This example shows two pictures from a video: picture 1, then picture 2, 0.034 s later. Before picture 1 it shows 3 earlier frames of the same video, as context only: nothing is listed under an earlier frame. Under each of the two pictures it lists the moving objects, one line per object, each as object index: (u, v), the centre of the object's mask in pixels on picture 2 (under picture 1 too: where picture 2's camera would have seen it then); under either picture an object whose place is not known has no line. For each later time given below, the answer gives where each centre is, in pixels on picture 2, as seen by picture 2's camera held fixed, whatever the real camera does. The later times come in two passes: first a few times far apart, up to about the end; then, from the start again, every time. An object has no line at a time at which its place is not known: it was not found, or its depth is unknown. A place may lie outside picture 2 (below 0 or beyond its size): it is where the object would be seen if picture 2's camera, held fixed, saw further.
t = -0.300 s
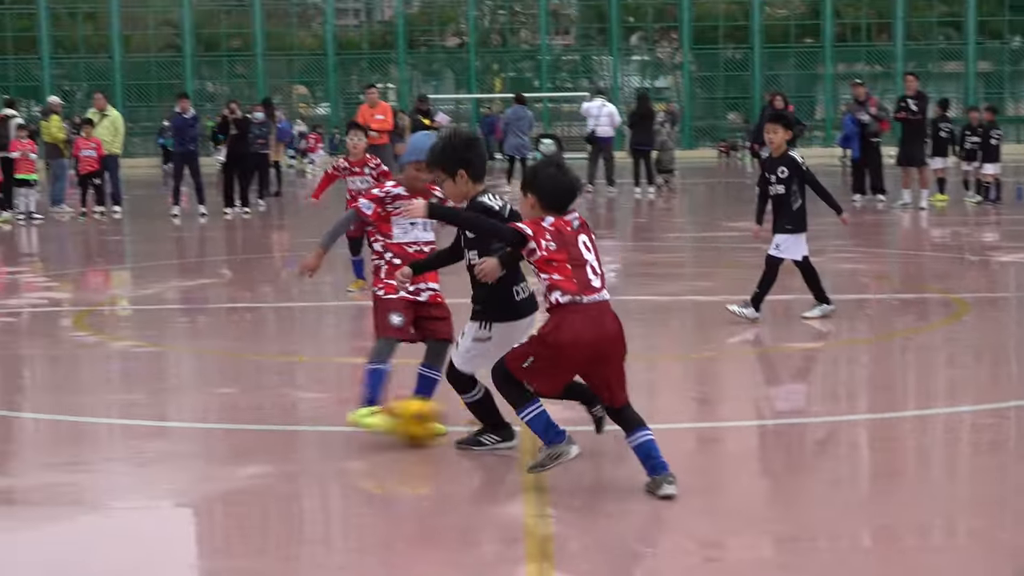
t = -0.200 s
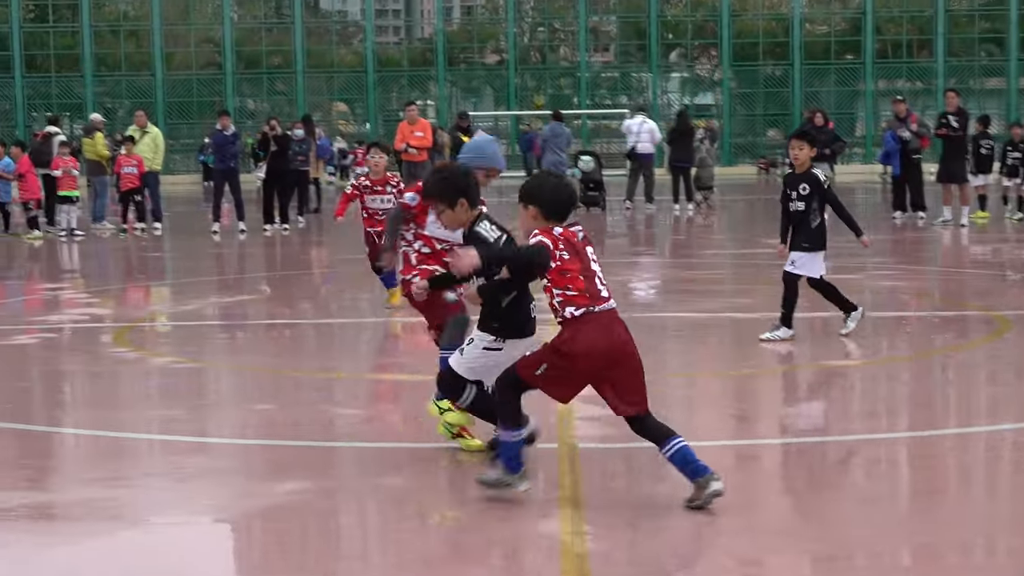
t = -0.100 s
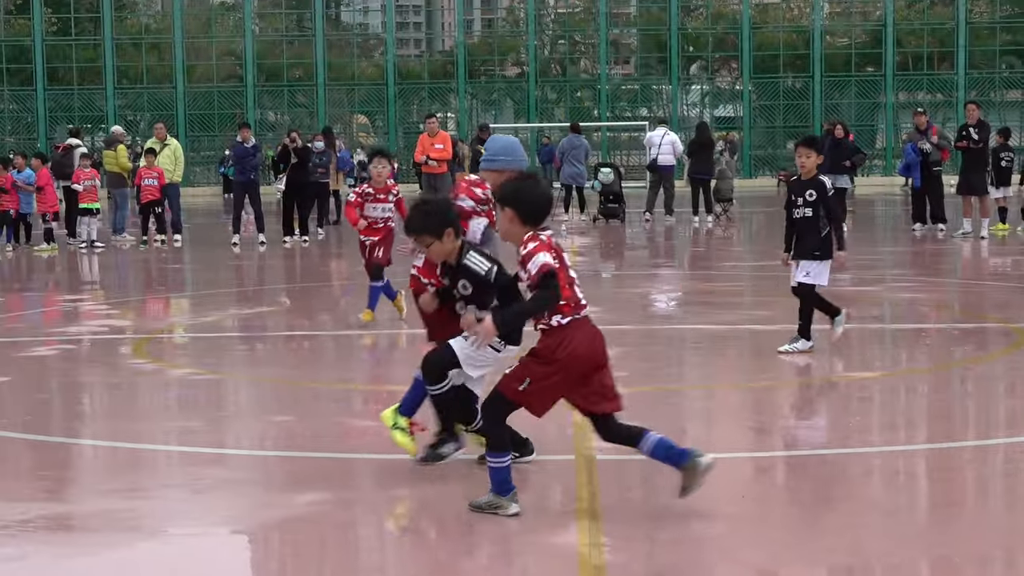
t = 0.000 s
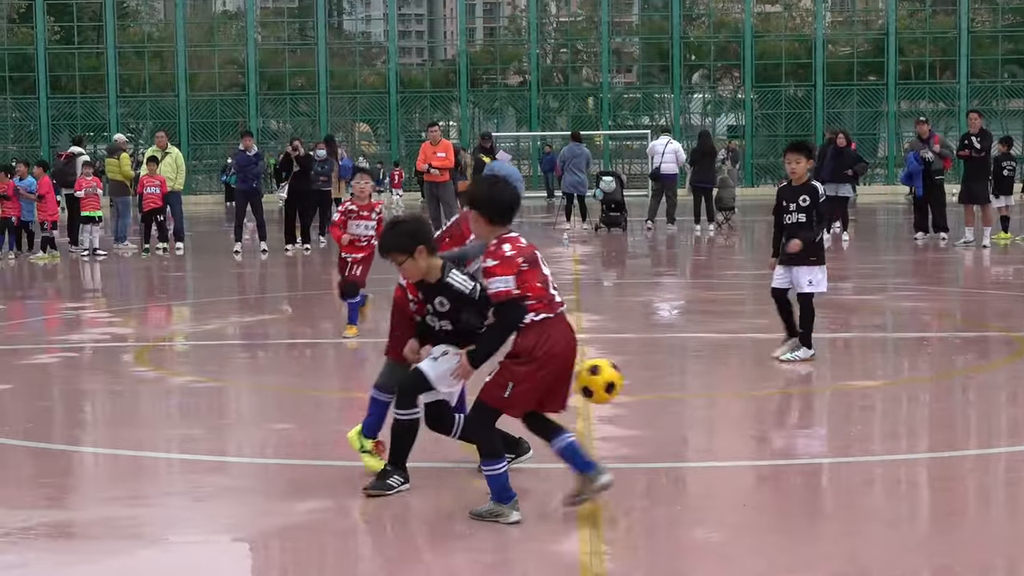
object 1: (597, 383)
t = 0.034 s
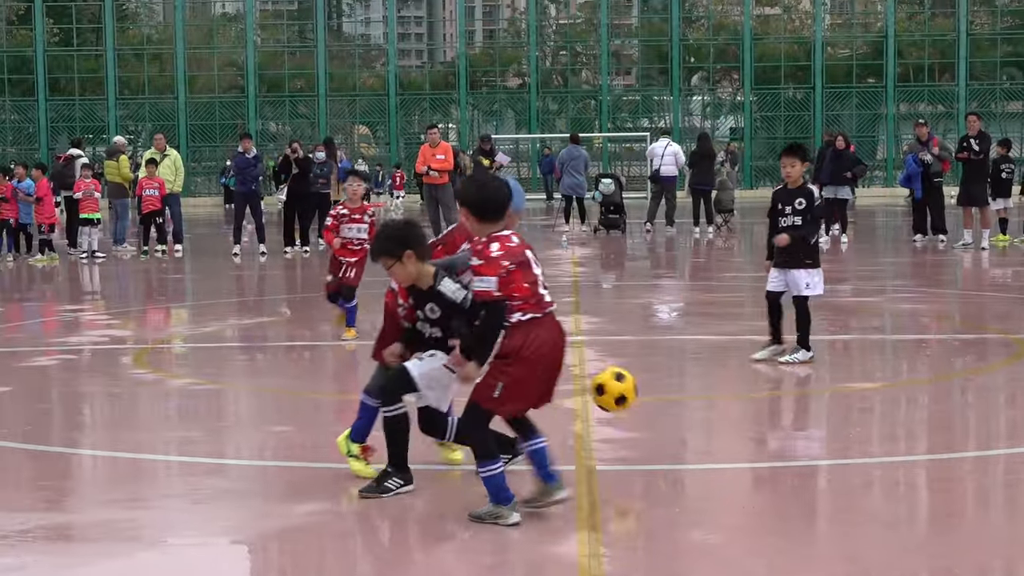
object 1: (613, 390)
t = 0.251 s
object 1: (706, 403)
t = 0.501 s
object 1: (806, 408)
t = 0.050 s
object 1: (621, 394)
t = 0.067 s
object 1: (628, 399)
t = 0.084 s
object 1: (636, 405)
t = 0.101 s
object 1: (644, 411)
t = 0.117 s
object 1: (651, 418)
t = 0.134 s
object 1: (658, 425)
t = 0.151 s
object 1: (665, 421)
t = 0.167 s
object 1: (672, 417)
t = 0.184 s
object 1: (679, 413)
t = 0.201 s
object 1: (686, 410)
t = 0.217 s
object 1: (693, 407)
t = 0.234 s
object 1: (700, 405)
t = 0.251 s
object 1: (706, 403)
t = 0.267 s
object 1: (713, 403)
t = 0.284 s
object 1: (720, 402)
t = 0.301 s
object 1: (727, 403)
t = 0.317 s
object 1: (734, 403)
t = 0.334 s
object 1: (740, 405)
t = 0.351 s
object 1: (747, 407)
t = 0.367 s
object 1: (754, 410)
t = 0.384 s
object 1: (760, 413)
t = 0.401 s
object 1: (767, 411)
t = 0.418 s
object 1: (774, 409)
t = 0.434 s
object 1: (780, 408)
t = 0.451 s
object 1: (787, 407)
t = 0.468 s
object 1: (793, 407)
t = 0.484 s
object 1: (799, 407)
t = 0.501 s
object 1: (806, 408)
